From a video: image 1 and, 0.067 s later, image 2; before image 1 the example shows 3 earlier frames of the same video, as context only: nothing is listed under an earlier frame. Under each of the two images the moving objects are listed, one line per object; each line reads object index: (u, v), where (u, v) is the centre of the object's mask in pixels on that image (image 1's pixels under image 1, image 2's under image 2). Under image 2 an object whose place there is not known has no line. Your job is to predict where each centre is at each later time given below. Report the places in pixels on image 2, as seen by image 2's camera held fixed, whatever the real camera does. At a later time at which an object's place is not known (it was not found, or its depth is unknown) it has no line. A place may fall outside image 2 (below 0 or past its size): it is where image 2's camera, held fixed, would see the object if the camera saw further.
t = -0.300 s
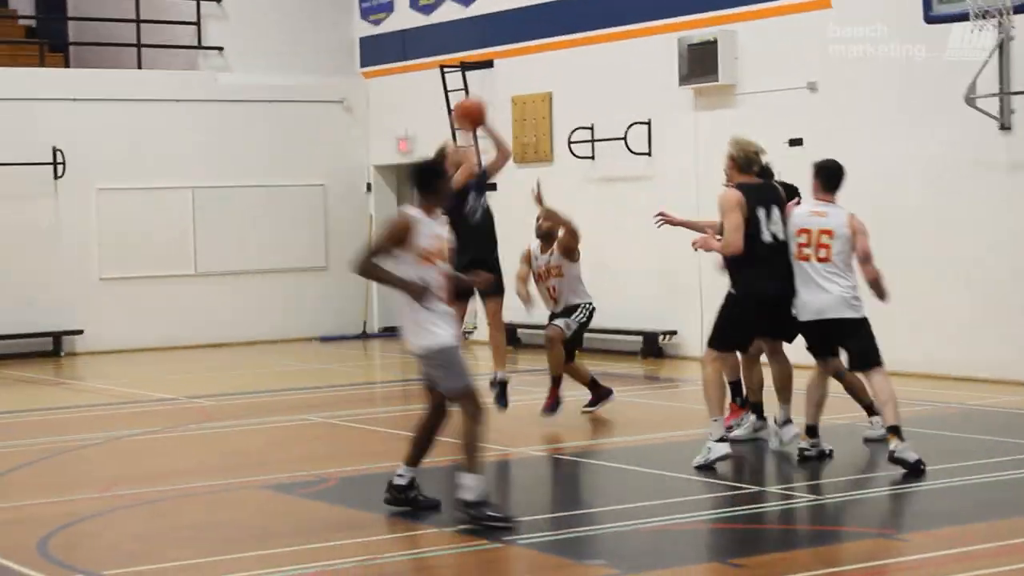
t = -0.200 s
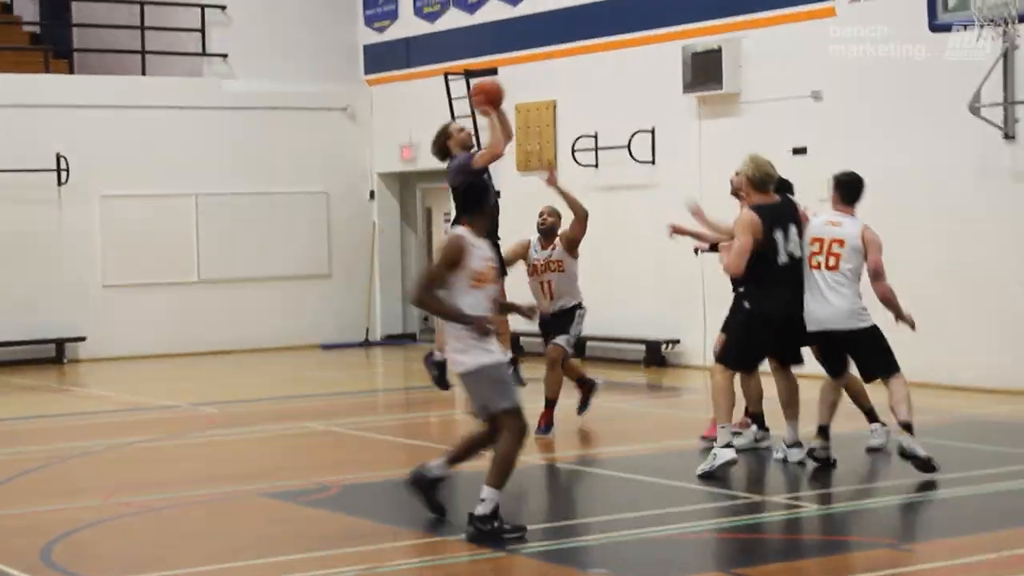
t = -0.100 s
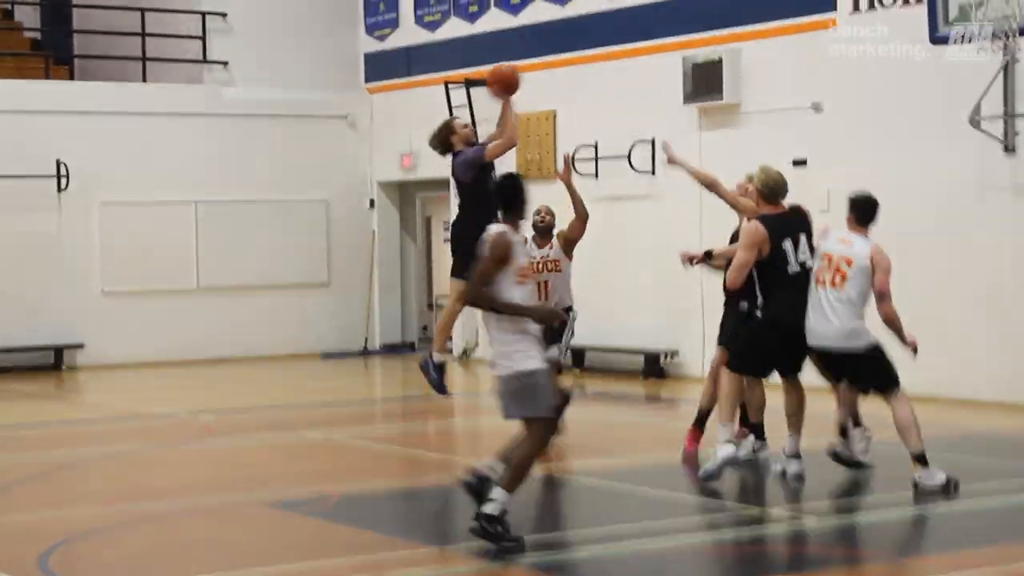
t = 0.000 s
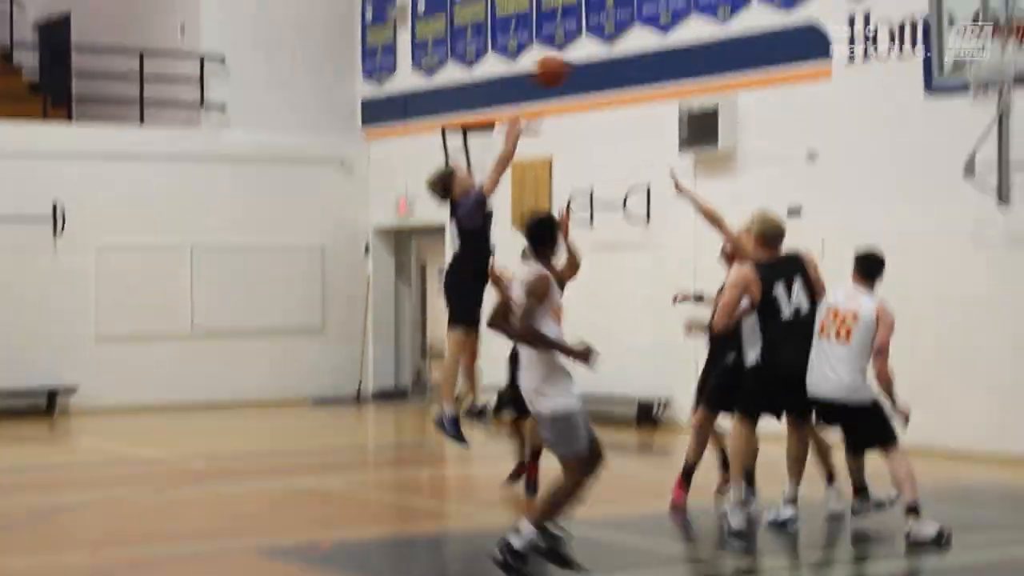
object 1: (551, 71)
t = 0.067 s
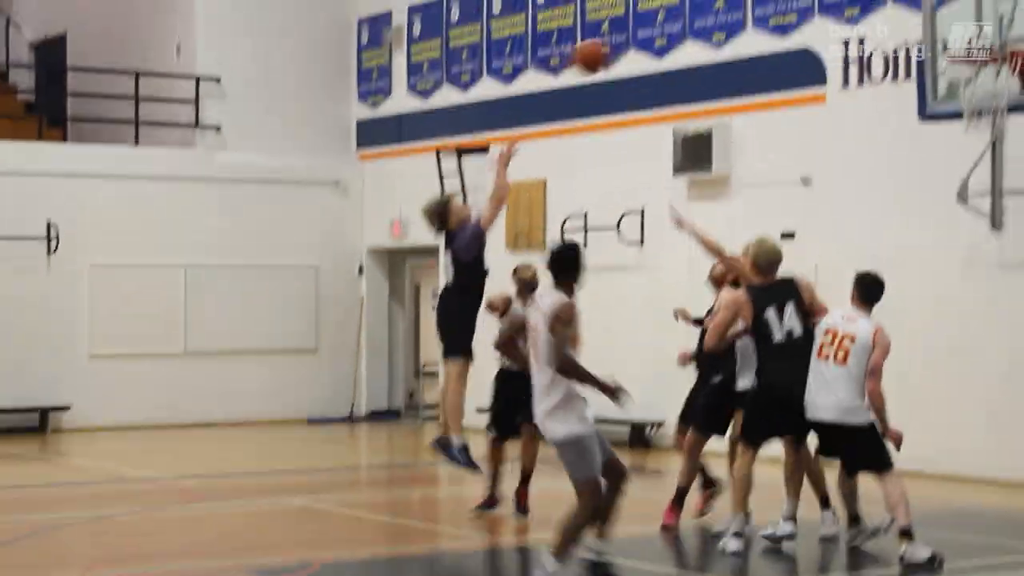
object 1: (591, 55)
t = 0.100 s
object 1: (612, 41)
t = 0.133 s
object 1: (634, 28)
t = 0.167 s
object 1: (657, 18)
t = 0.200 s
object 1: (681, 8)
